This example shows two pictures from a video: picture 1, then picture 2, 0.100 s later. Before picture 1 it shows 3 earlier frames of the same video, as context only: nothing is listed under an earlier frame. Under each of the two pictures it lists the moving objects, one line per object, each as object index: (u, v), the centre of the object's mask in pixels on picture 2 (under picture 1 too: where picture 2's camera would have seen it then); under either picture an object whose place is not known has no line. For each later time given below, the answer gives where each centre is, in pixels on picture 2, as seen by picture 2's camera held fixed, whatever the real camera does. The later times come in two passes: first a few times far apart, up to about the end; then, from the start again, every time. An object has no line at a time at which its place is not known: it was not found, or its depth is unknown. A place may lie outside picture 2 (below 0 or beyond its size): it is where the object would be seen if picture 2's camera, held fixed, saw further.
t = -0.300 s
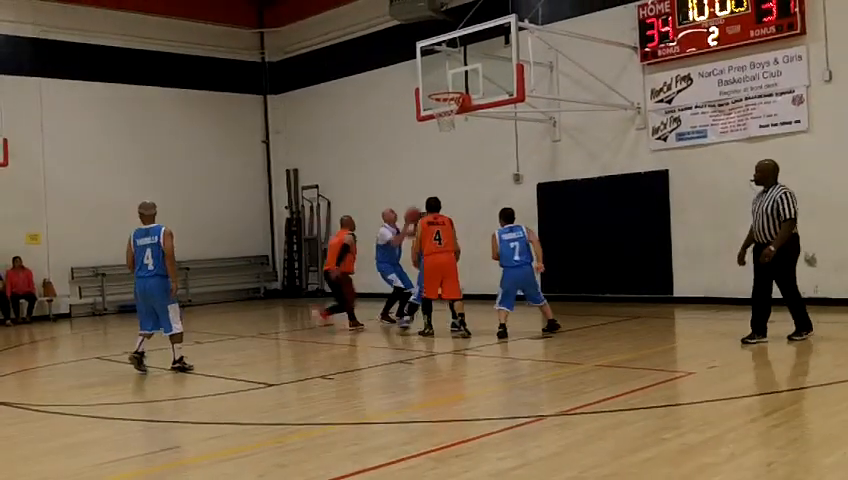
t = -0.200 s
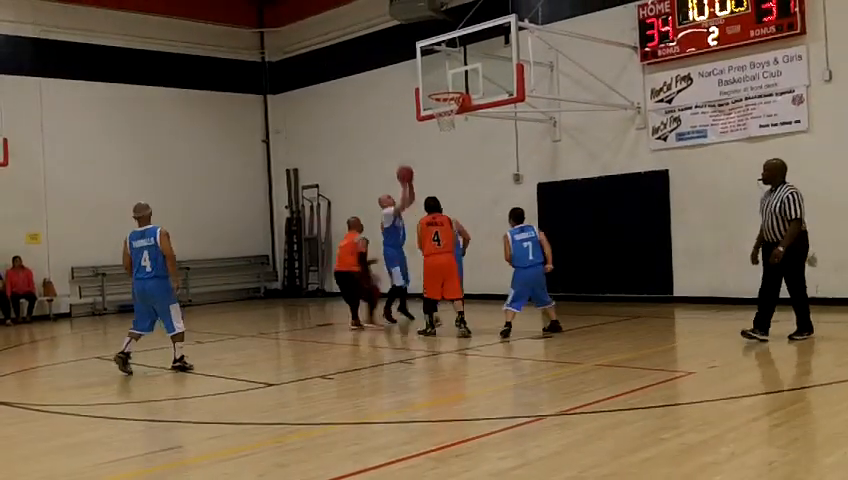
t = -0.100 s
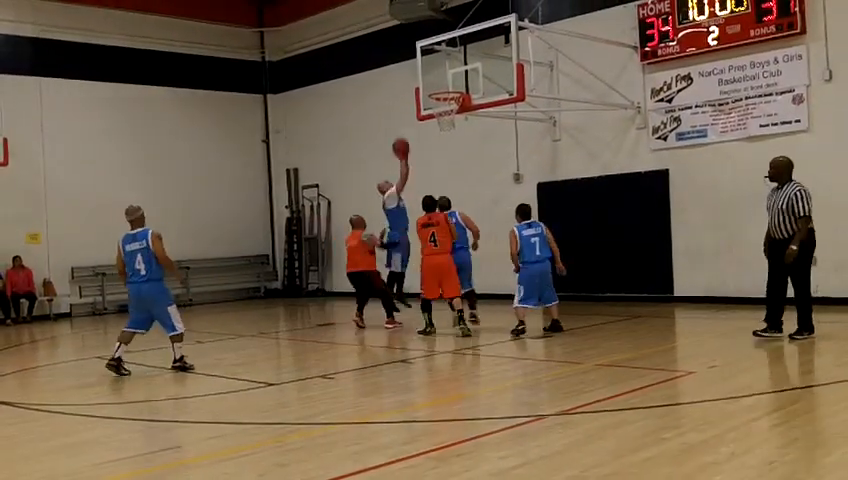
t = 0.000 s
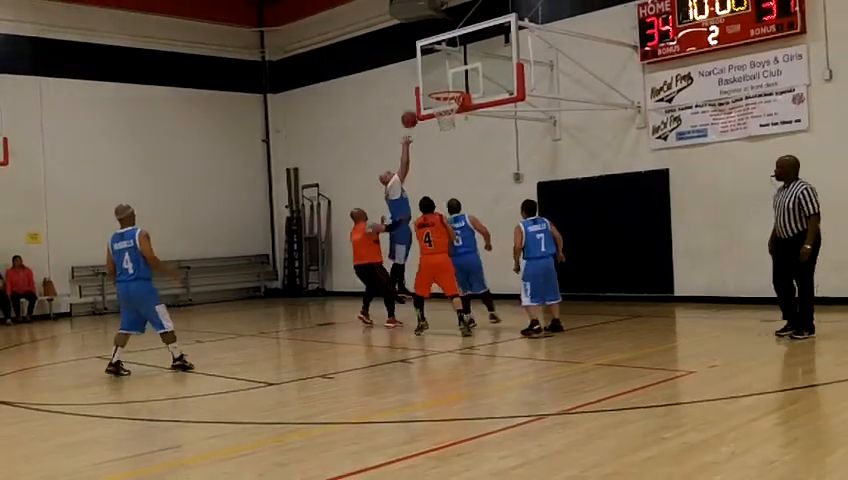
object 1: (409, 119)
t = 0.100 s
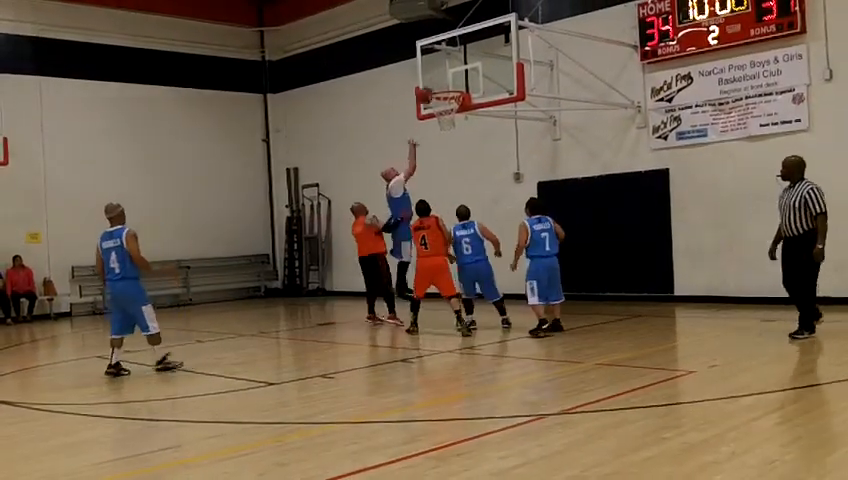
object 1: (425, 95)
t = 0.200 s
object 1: (440, 80)
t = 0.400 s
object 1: (440, 86)
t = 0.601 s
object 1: (441, 117)
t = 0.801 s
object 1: (448, 124)
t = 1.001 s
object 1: (457, 149)
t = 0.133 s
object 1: (431, 88)
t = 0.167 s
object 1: (437, 83)
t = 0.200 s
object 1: (440, 80)
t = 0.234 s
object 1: (440, 79)
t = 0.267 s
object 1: (440, 79)
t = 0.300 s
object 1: (440, 80)
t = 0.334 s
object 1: (440, 81)
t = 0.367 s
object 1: (439, 83)
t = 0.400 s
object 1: (440, 86)
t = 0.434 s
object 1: (440, 91)
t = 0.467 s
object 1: (439, 95)
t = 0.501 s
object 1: (439, 101)
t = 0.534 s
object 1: (439, 109)
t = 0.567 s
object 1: (441, 115)
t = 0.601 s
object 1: (441, 117)
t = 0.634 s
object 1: (442, 118)
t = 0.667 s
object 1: (444, 117)
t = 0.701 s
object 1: (445, 118)
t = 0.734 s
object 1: (446, 120)
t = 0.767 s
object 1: (447, 122)
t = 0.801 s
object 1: (448, 124)
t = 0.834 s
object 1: (450, 127)
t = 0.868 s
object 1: (452, 129)
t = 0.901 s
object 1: (452, 132)
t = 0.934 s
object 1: (454, 136)
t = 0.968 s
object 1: (455, 142)
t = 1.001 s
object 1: (457, 149)
